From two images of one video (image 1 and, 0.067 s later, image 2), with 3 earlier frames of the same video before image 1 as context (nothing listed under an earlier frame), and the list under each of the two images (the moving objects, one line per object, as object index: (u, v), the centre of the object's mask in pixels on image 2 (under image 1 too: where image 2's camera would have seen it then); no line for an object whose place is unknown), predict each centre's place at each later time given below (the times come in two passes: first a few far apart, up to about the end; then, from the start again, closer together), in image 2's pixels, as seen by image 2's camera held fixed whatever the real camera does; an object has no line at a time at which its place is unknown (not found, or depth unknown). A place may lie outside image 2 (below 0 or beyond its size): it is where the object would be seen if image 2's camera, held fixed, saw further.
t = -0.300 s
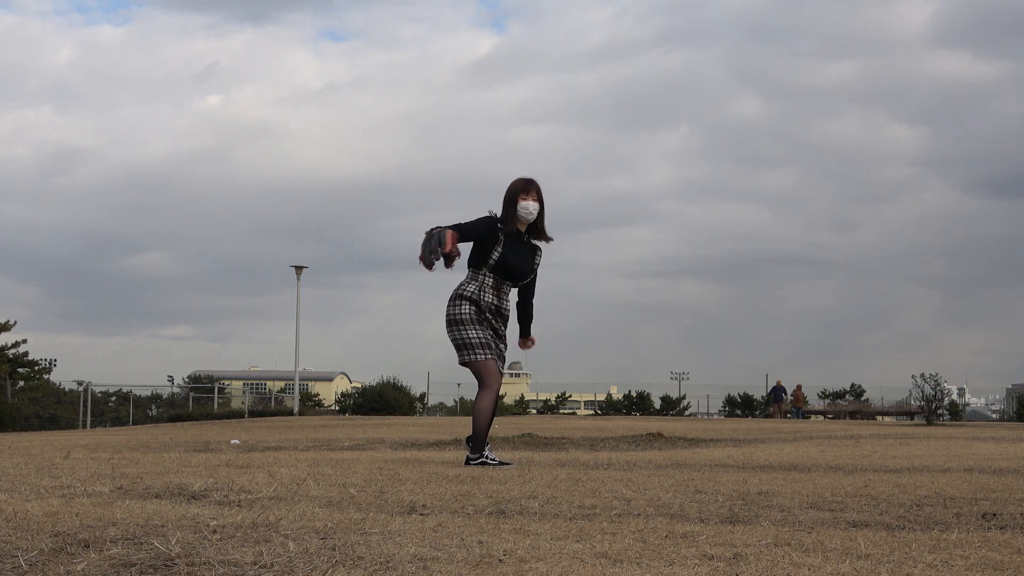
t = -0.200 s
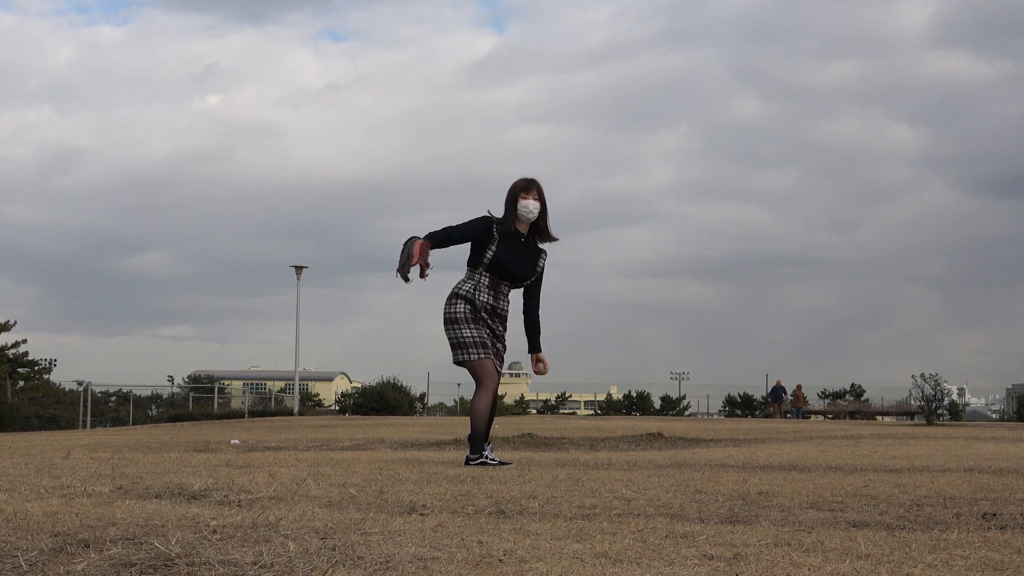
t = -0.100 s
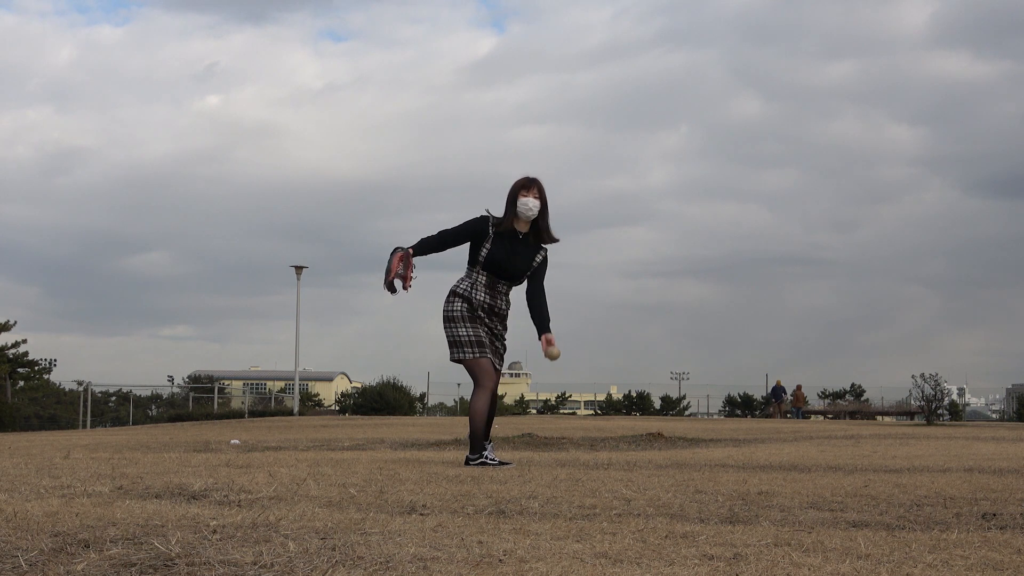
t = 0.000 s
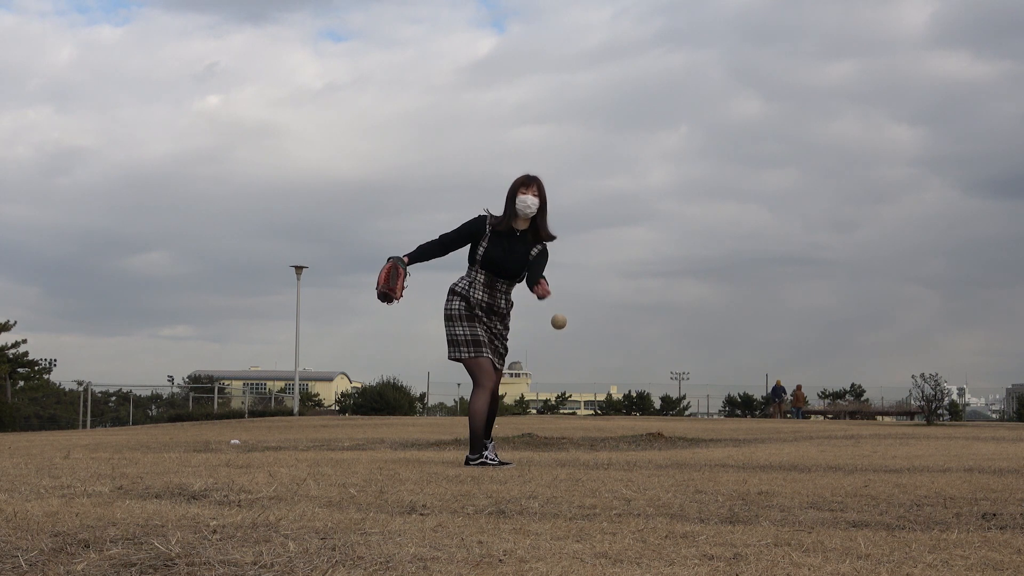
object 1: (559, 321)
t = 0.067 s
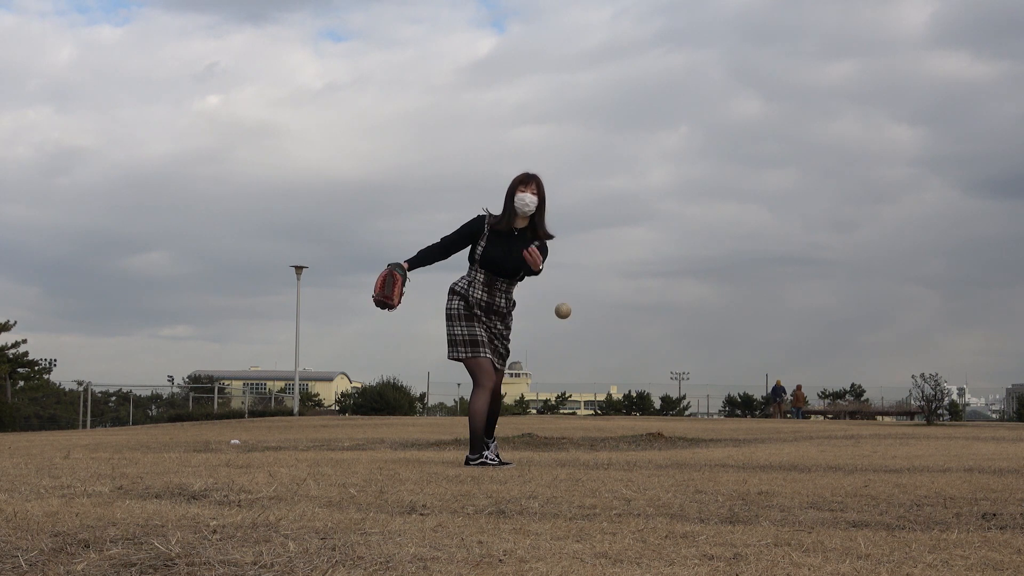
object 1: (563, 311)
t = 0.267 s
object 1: (576, 344)
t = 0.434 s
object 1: (591, 485)
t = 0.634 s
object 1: (612, 456)
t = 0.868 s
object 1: (647, 490)
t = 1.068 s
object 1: (691, 541)
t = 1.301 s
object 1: (766, 566)
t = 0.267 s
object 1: (576, 344)
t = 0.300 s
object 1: (579, 362)
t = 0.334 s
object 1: (582, 384)
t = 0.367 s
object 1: (585, 412)
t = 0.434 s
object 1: (591, 485)
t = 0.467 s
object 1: (594, 492)
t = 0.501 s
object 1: (598, 478)
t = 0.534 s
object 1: (601, 466)
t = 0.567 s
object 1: (605, 459)
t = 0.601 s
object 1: (609, 456)
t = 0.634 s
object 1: (612, 456)
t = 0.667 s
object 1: (616, 461)
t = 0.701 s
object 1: (621, 470)
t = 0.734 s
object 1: (625, 485)
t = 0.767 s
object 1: (629, 505)
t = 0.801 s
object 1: (635, 515)
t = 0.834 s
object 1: (641, 501)
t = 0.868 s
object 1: (647, 490)
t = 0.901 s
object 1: (653, 484)
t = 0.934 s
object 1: (660, 484)
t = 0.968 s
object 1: (667, 488)
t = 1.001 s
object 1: (674, 499)
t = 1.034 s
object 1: (682, 517)
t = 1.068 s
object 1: (691, 541)
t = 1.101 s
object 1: (700, 541)
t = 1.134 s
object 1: (708, 532)
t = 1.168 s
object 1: (718, 529)
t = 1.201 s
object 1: (729, 532)
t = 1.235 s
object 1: (741, 544)
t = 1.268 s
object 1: (753, 559)
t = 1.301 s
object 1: (766, 566)
